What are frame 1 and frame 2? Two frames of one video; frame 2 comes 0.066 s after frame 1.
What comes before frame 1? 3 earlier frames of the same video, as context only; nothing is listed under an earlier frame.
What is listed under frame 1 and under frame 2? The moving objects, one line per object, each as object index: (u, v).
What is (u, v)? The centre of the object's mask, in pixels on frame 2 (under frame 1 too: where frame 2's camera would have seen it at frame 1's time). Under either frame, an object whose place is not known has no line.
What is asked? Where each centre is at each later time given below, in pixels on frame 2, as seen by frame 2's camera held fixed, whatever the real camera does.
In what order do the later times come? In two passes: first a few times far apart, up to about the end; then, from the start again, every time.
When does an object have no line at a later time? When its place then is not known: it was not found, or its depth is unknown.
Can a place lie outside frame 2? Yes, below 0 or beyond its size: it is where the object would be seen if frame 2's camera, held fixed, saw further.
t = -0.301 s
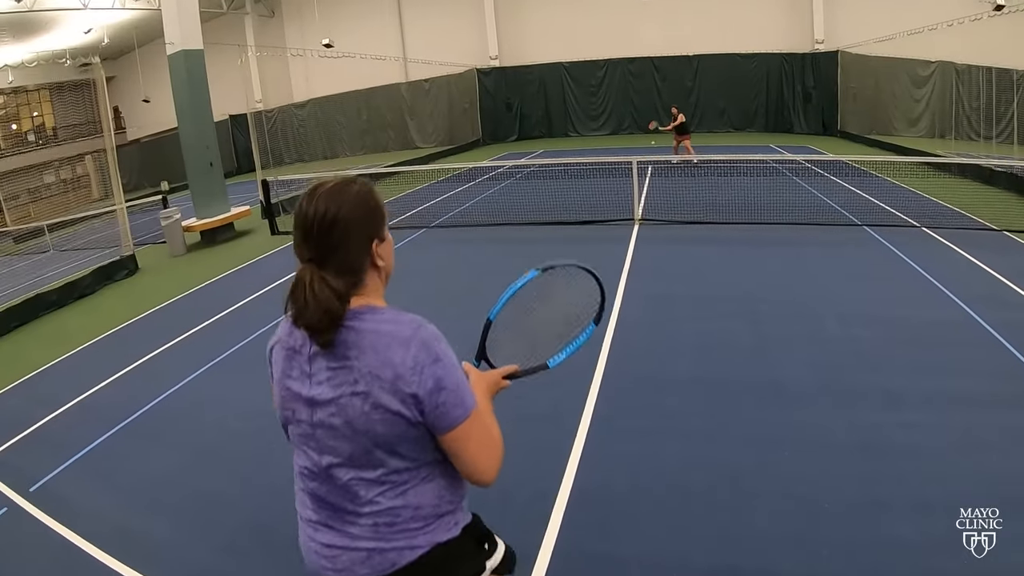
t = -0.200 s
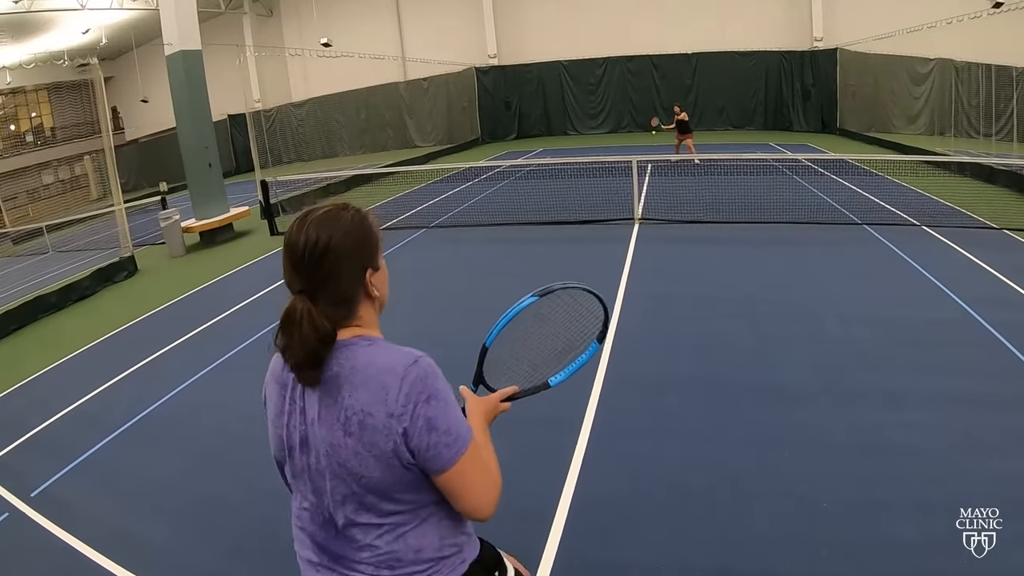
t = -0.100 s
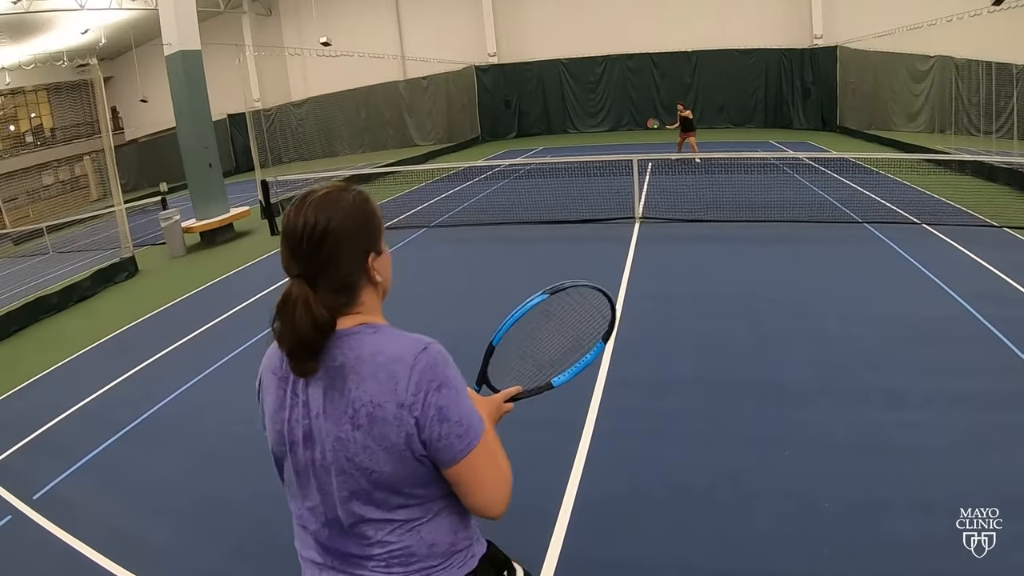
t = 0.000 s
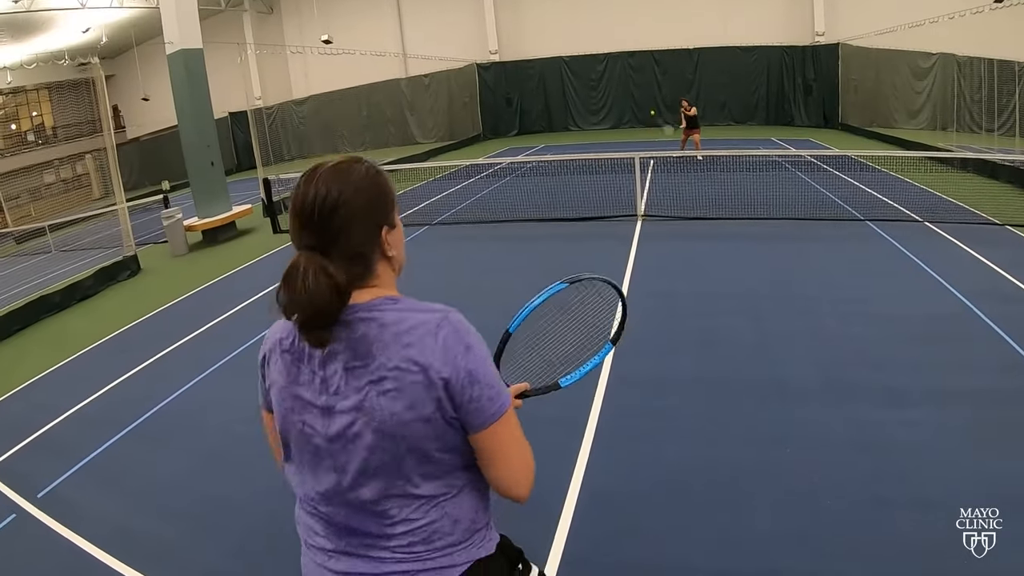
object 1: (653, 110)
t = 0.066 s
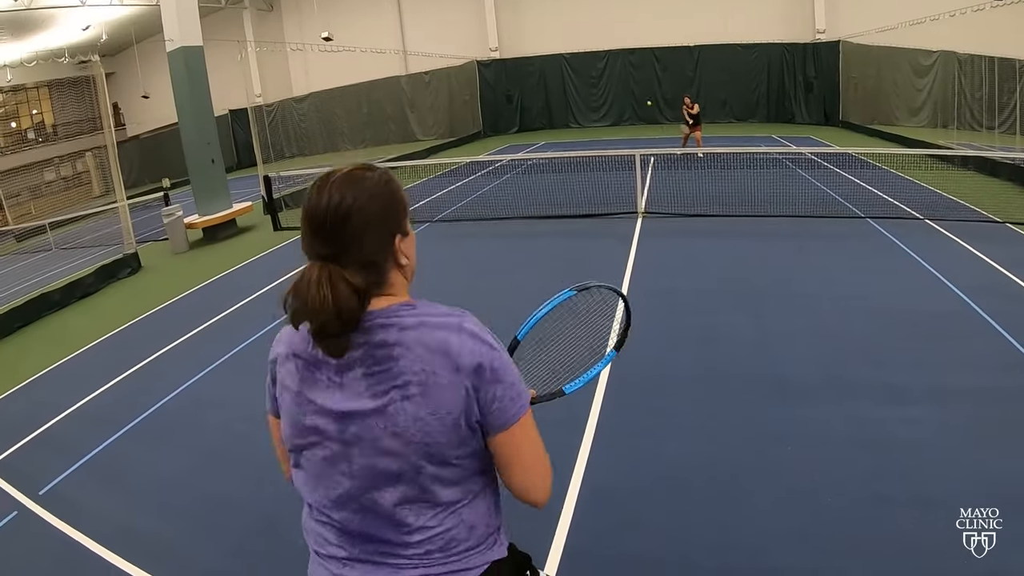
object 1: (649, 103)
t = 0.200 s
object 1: (639, 94)
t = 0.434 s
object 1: (614, 96)
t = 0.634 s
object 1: (579, 131)
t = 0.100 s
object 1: (647, 100)
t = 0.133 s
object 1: (644, 98)
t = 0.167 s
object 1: (642, 96)
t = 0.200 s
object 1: (639, 94)
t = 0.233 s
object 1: (636, 92)
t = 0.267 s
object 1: (633, 91)
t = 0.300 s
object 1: (629, 91)
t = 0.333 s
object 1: (626, 91)
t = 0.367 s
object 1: (622, 92)
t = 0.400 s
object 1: (618, 93)
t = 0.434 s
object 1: (614, 96)
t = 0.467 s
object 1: (609, 99)
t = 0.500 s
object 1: (604, 103)
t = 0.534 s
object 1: (598, 108)
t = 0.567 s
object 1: (592, 114)
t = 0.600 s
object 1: (586, 122)
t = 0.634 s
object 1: (579, 131)
